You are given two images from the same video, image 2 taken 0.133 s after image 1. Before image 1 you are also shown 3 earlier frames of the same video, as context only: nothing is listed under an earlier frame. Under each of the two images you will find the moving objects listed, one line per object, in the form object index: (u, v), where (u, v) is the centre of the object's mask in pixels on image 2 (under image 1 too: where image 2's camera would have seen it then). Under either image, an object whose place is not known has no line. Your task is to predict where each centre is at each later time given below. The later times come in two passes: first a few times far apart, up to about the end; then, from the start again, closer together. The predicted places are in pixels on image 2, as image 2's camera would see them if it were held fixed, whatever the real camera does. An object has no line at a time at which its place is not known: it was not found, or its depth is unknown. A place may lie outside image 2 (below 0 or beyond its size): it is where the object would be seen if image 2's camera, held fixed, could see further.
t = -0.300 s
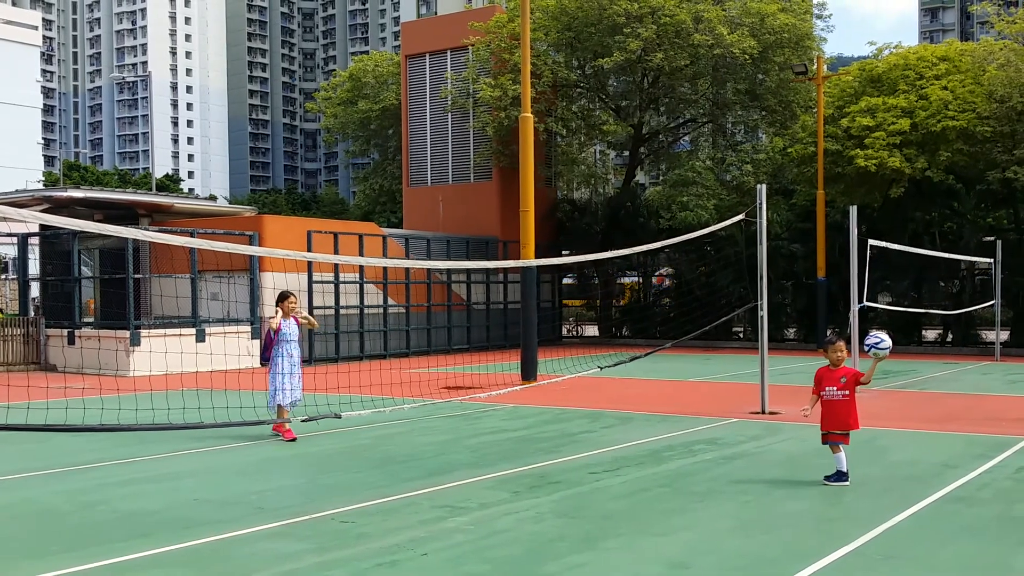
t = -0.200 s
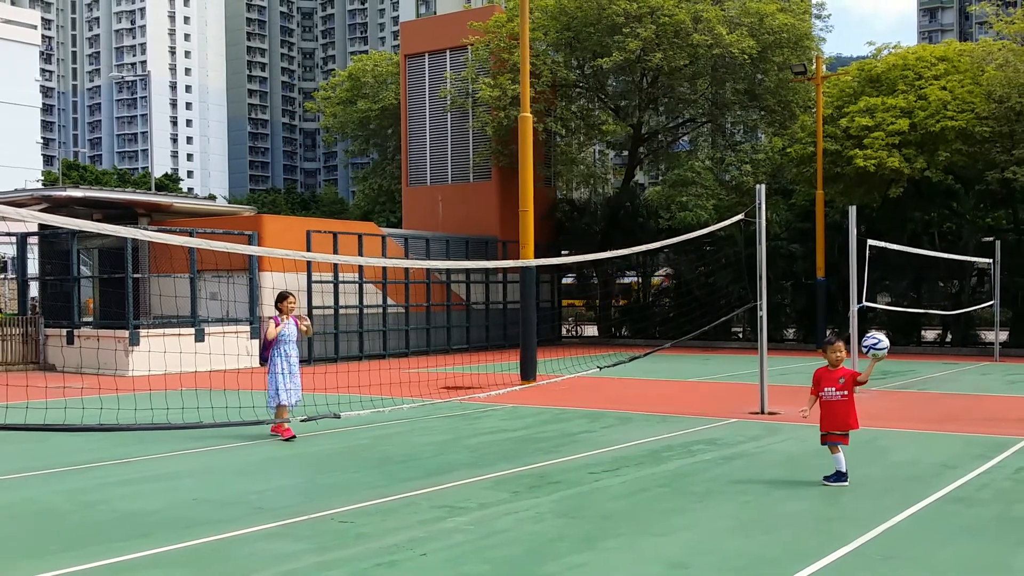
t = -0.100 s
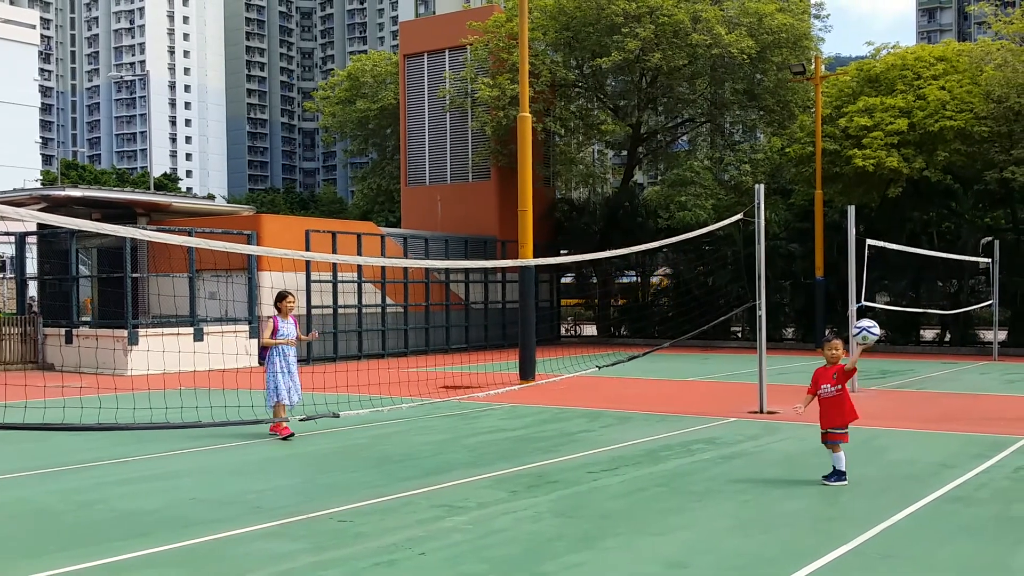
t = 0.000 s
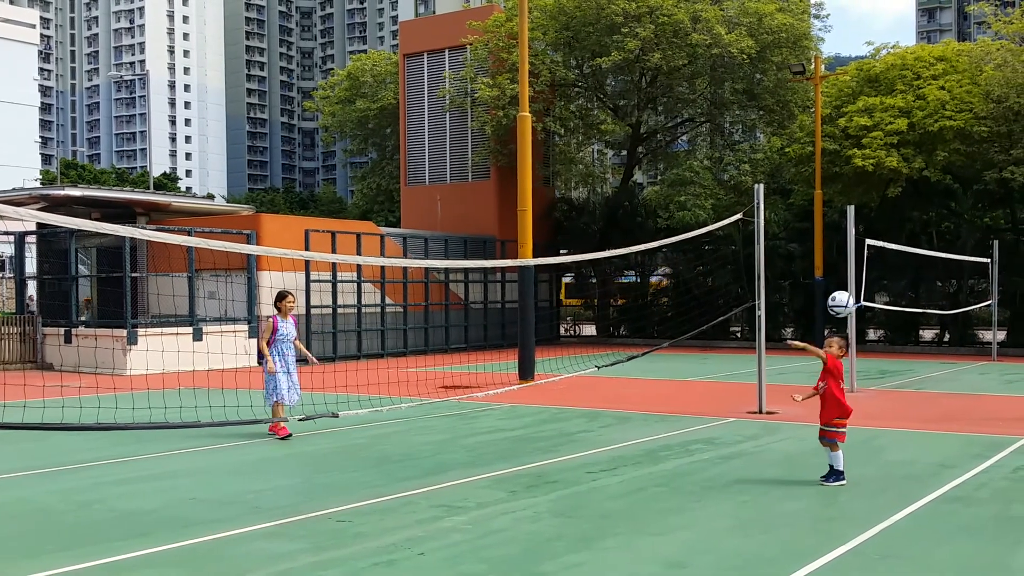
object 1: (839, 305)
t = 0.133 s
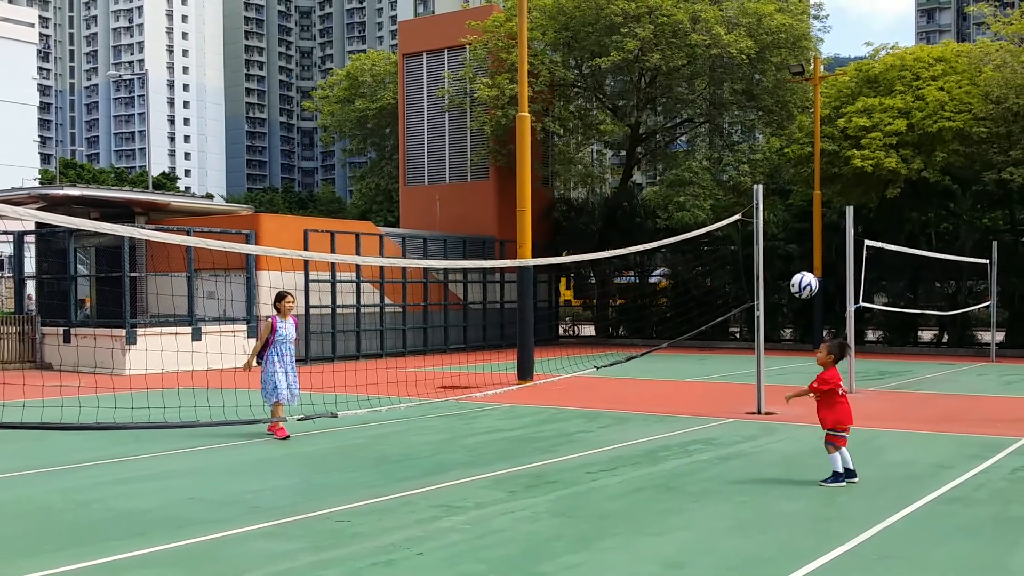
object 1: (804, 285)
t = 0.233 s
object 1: (777, 285)
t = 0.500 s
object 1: (703, 358)
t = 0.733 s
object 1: (646, 468)
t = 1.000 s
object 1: (635, 370)
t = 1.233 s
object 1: (624, 366)
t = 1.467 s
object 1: (613, 442)
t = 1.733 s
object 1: (596, 422)
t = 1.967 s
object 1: (581, 412)
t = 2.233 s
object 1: (562, 477)
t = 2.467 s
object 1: (549, 436)
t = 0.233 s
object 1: (777, 285)
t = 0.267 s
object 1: (768, 289)
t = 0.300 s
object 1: (759, 294)
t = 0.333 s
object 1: (750, 301)
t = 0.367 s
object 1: (741, 309)
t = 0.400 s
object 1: (732, 320)
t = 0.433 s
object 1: (722, 331)
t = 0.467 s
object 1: (713, 343)
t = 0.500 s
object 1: (703, 358)
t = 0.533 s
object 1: (694, 375)
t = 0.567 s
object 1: (685, 393)
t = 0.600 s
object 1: (676, 413)
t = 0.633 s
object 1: (666, 435)
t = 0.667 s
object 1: (657, 459)
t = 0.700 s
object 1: (647, 485)
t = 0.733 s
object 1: (646, 468)
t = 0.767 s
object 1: (645, 449)
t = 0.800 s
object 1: (643, 433)
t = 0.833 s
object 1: (641, 418)
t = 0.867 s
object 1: (640, 406)
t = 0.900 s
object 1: (640, 395)
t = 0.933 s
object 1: (638, 385)
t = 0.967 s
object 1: (636, 377)
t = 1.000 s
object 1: (635, 370)
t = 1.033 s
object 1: (633, 364)
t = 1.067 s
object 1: (632, 361)
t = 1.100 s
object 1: (630, 358)
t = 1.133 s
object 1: (628, 358)
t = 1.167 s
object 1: (627, 359)
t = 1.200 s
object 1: (625, 362)
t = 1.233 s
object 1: (624, 366)
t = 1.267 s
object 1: (622, 372)
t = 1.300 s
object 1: (620, 380)
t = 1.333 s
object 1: (619, 389)
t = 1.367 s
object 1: (617, 400)
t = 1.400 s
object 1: (616, 412)
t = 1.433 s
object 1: (615, 426)
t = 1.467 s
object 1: (613, 442)
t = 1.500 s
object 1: (612, 459)
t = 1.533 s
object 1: (610, 480)
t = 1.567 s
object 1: (607, 476)
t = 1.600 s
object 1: (605, 461)
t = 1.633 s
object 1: (603, 449)
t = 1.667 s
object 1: (601, 439)
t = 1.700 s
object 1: (599, 429)
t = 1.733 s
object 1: (596, 422)
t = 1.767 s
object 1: (594, 416)
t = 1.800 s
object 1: (592, 411)
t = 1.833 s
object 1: (590, 408)
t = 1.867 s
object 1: (588, 407)
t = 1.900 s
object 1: (585, 407)
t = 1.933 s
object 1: (583, 409)
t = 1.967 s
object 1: (581, 412)
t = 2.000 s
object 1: (578, 417)
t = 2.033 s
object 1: (576, 424)
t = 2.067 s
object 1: (573, 433)
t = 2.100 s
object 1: (571, 443)
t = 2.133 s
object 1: (568, 455)
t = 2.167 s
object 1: (566, 469)
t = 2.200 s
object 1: (563, 485)
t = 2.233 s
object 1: (562, 477)
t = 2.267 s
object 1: (560, 466)
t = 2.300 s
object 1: (559, 457)
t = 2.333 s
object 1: (557, 450)
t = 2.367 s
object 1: (555, 444)
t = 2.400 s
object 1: (553, 440)
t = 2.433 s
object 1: (551, 437)
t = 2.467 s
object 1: (549, 436)
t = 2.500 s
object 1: (548, 436)
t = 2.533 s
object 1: (546, 438)
